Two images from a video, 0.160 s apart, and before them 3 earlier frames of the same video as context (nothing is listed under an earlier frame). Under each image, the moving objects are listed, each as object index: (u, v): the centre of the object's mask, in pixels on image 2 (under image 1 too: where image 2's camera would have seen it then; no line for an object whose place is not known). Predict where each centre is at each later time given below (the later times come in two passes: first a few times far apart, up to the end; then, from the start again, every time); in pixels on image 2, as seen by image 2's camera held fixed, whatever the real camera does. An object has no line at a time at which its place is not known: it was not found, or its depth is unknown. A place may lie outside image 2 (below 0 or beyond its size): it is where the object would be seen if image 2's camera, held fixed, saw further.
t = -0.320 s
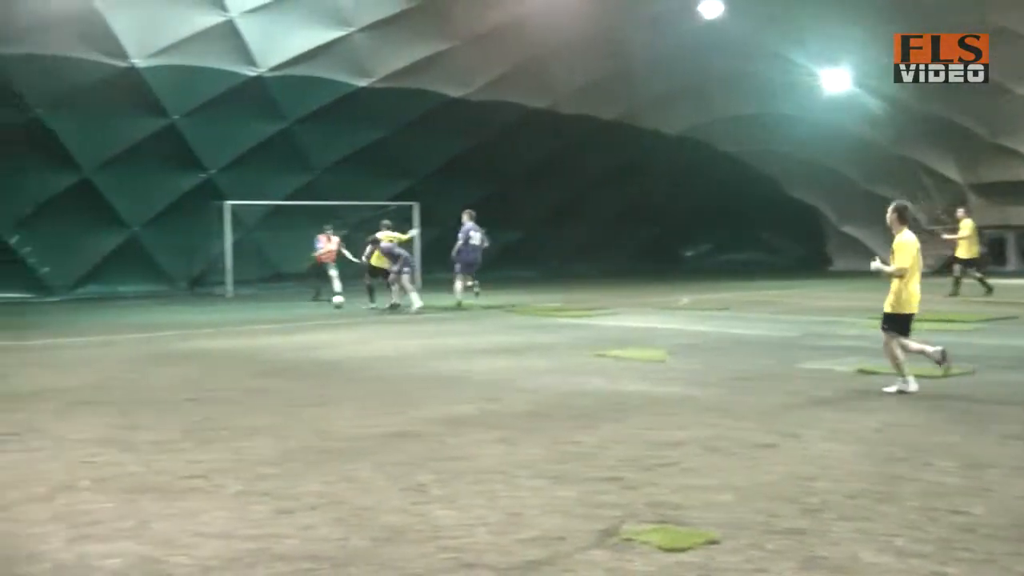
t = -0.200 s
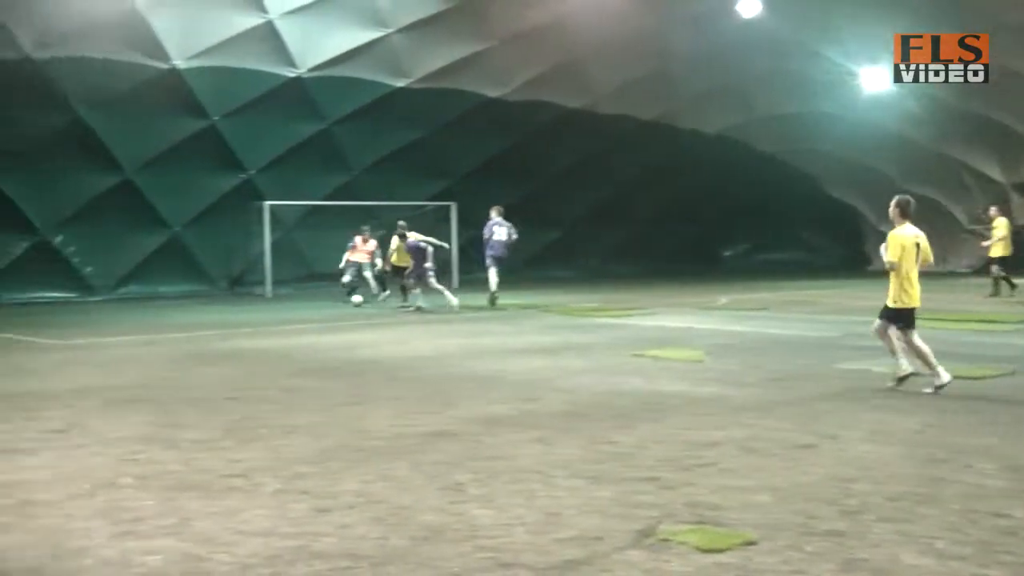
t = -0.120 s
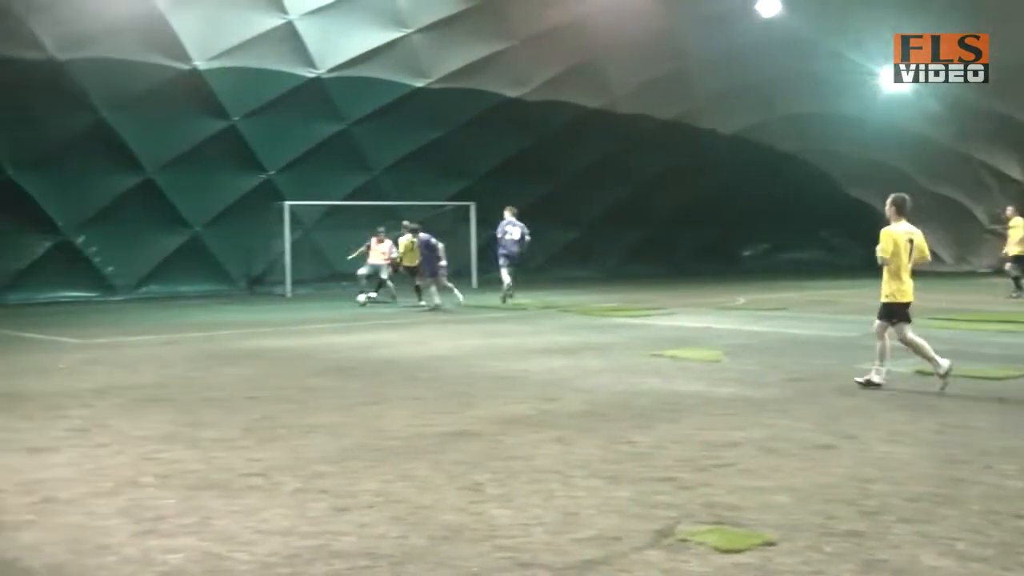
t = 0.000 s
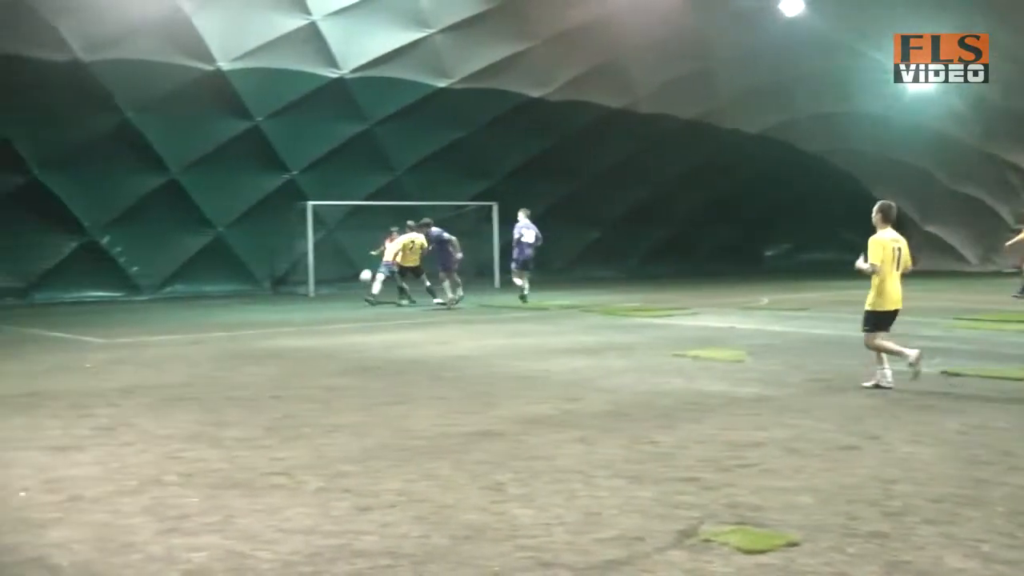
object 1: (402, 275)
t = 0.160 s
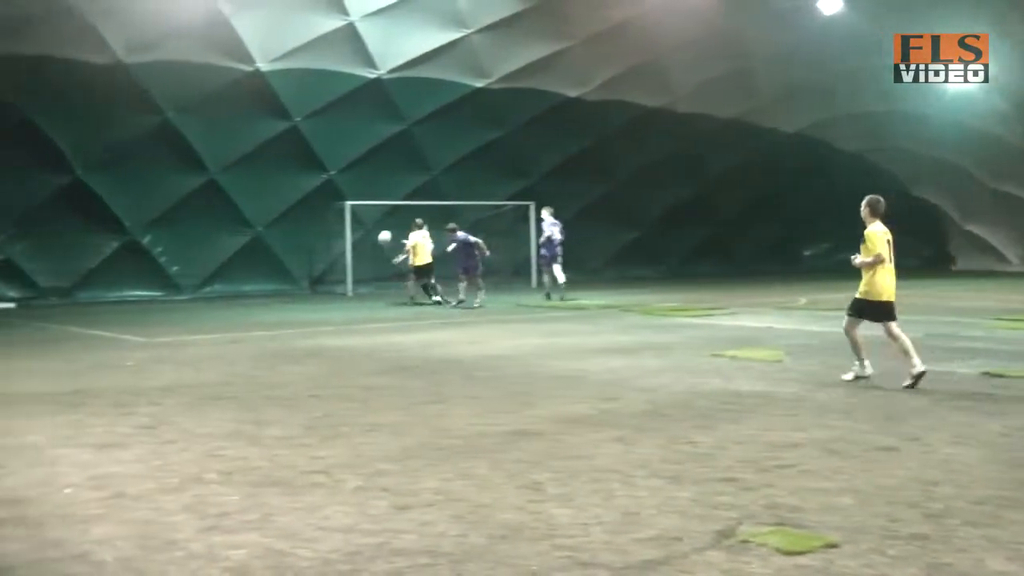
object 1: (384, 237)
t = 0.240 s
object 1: (374, 220)
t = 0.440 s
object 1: (349, 188)
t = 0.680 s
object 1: (316, 172)
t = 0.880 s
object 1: (285, 185)
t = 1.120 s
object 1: (240, 251)
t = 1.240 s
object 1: (215, 309)
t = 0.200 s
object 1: (379, 228)
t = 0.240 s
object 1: (374, 220)
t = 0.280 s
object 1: (370, 213)
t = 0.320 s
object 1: (364, 206)
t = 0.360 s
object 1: (360, 198)
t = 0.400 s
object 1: (354, 193)
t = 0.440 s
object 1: (349, 188)
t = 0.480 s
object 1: (344, 184)
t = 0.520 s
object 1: (339, 180)
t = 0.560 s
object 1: (333, 177)
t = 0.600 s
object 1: (328, 175)
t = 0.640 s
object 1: (322, 173)
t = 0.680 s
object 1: (316, 172)
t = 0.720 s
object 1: (311, 172)
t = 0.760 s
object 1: (304, 174)
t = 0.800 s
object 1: (298, 177)
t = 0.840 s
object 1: (291, 180)
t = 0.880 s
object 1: (285, 185)
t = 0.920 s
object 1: (278, 192)
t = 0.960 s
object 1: (271, 201)
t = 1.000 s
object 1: (263, 210)
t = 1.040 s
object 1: (256, 221)
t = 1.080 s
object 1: (248, 235)
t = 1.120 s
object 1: (240, 251)
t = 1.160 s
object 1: (232, 268)
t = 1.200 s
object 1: (224, 288)
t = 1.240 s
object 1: (215, 309)
